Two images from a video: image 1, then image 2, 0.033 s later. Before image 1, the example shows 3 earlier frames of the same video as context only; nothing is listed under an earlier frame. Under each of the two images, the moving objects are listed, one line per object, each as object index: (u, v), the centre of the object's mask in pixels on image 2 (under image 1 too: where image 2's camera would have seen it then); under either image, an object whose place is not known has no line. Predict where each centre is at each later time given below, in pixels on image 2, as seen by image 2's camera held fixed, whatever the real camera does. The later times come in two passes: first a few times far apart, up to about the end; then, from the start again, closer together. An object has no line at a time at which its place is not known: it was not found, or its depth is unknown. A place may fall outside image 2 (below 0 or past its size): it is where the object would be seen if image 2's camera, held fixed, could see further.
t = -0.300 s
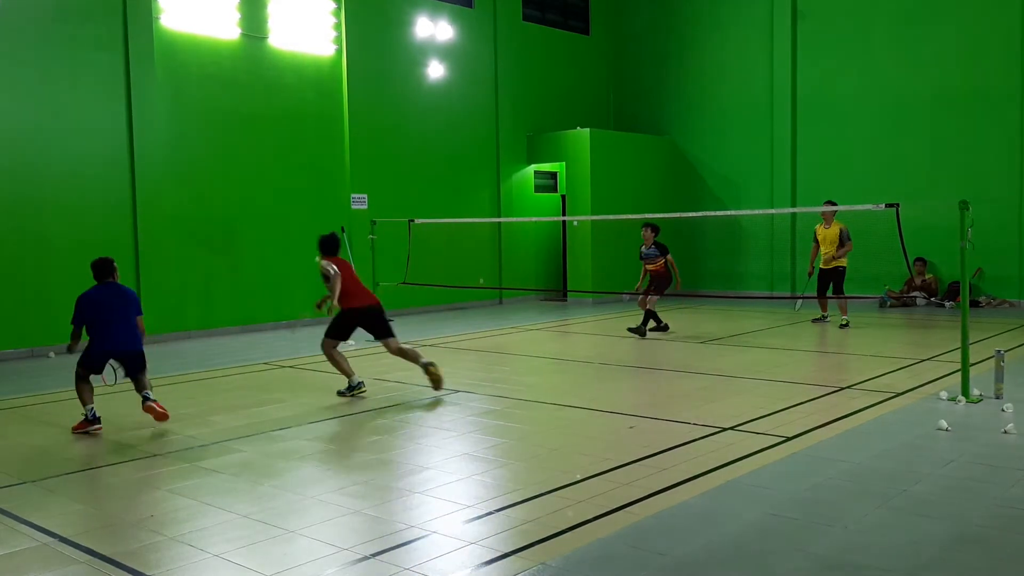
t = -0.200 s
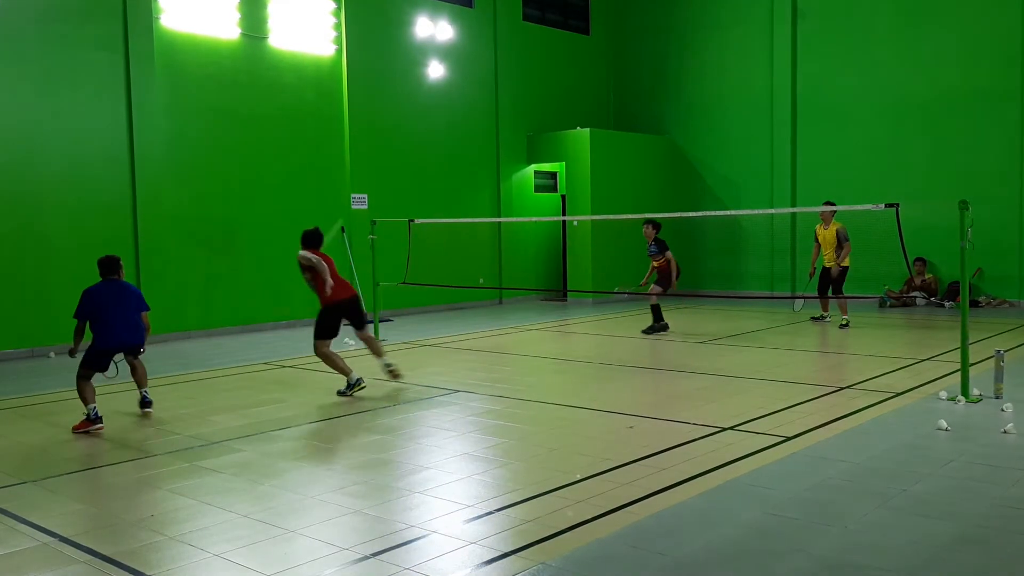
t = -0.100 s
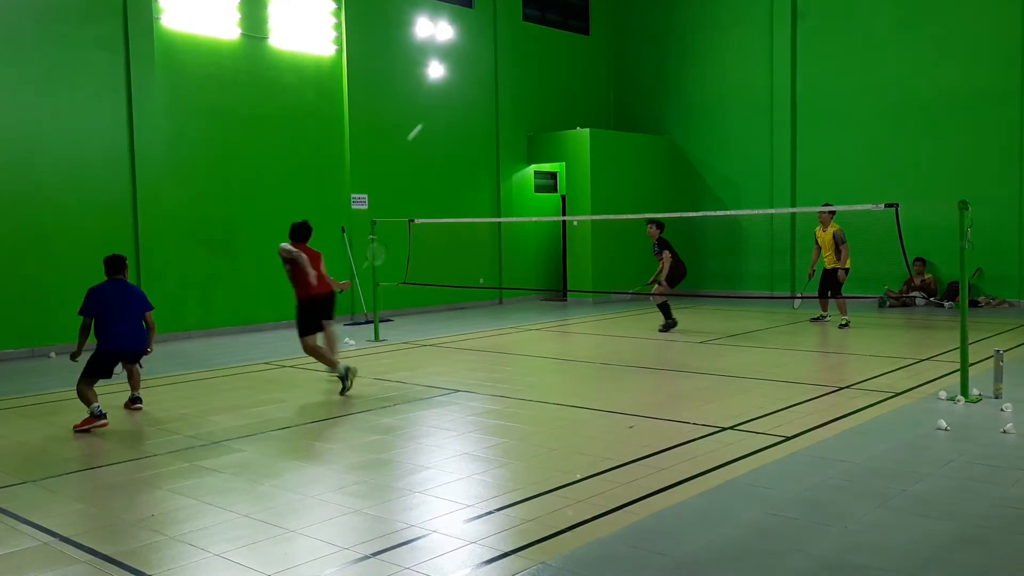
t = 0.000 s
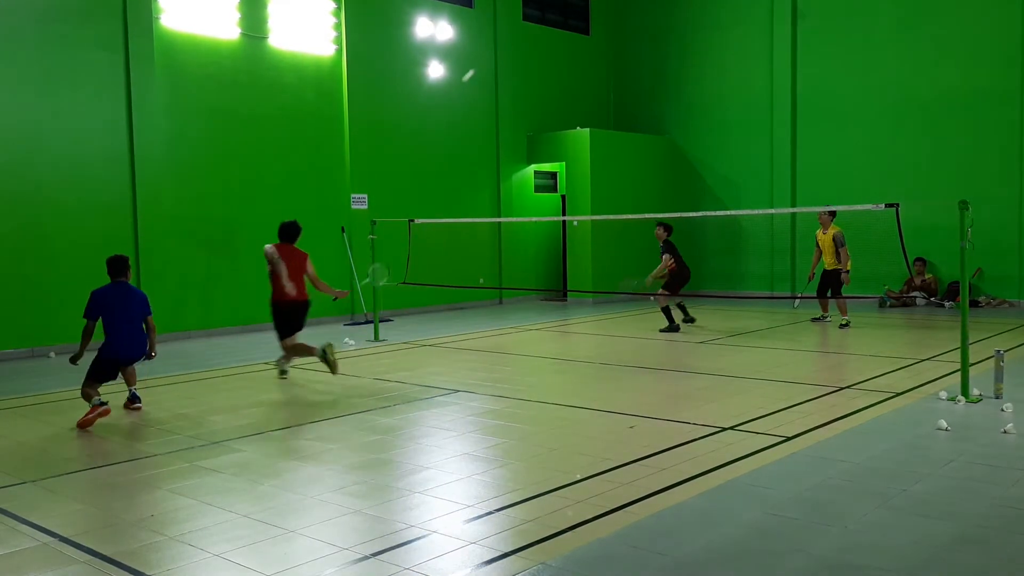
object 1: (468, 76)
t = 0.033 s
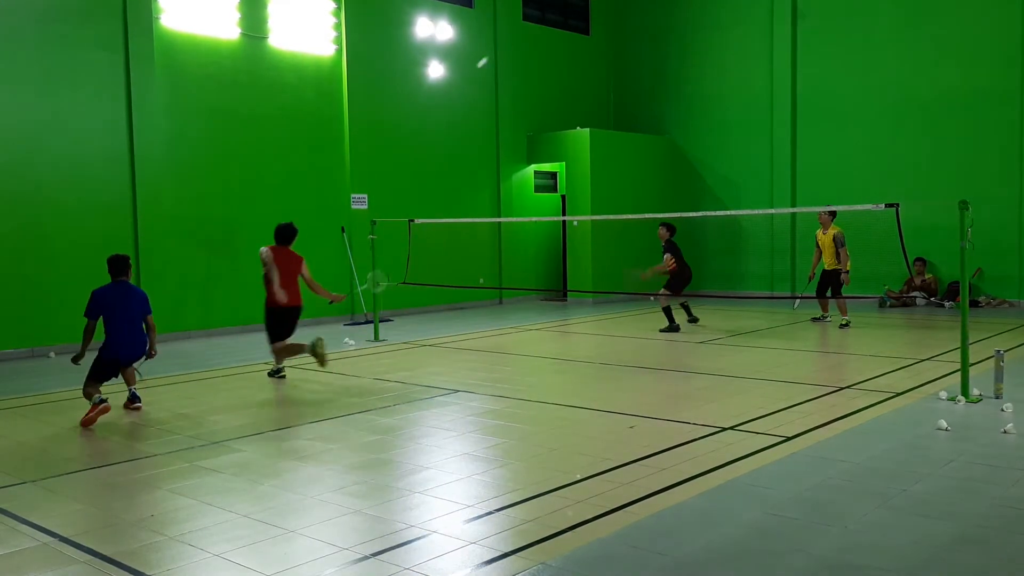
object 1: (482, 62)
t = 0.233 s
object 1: (546, 17)
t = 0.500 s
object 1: (602, 17)
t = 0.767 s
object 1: (640, 60)
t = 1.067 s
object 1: (668, 139)
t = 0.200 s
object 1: (538, 21)
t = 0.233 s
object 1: (546, 17)
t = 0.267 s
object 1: (555, 14)
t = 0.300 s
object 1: (563, 12)
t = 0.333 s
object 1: (570, 11)
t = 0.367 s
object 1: (577, 10)
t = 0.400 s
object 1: (584, 11)
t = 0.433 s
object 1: (590, 12)
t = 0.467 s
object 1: (596, 14)
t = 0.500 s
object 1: (602, 17)
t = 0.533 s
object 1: (607, 20)
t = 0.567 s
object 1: (613, 24)
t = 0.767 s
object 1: (640, 60)
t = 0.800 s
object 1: (643, 67)
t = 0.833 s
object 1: (647, 75)
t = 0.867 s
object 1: (650, 84)
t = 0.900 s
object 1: (654, 92)
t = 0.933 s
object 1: (657, 101)
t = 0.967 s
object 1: (660, 110)
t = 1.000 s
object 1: (663, 120)
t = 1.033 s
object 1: (665, 129)
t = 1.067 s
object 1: (668, 139)
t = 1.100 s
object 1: (671, 149)
